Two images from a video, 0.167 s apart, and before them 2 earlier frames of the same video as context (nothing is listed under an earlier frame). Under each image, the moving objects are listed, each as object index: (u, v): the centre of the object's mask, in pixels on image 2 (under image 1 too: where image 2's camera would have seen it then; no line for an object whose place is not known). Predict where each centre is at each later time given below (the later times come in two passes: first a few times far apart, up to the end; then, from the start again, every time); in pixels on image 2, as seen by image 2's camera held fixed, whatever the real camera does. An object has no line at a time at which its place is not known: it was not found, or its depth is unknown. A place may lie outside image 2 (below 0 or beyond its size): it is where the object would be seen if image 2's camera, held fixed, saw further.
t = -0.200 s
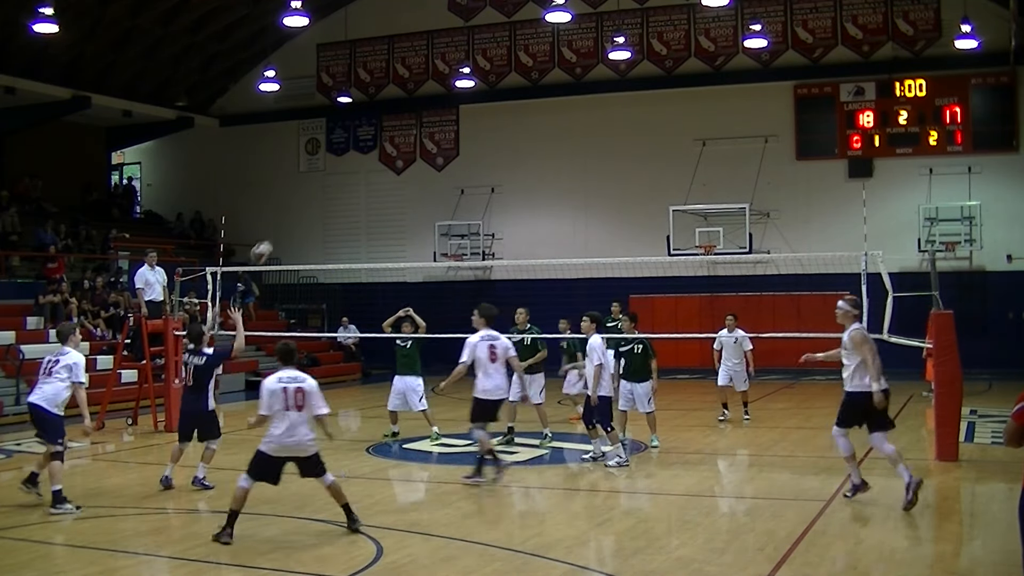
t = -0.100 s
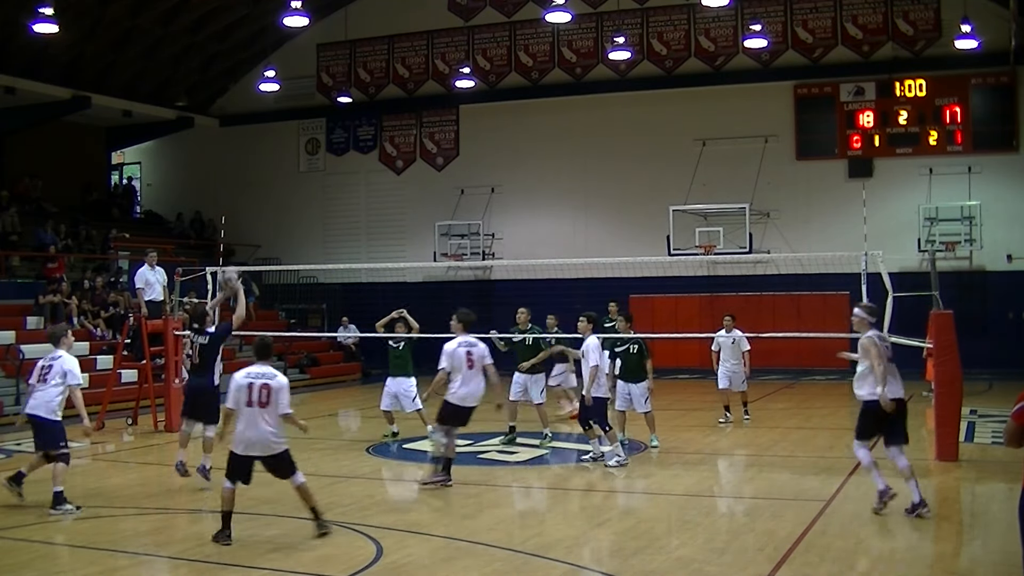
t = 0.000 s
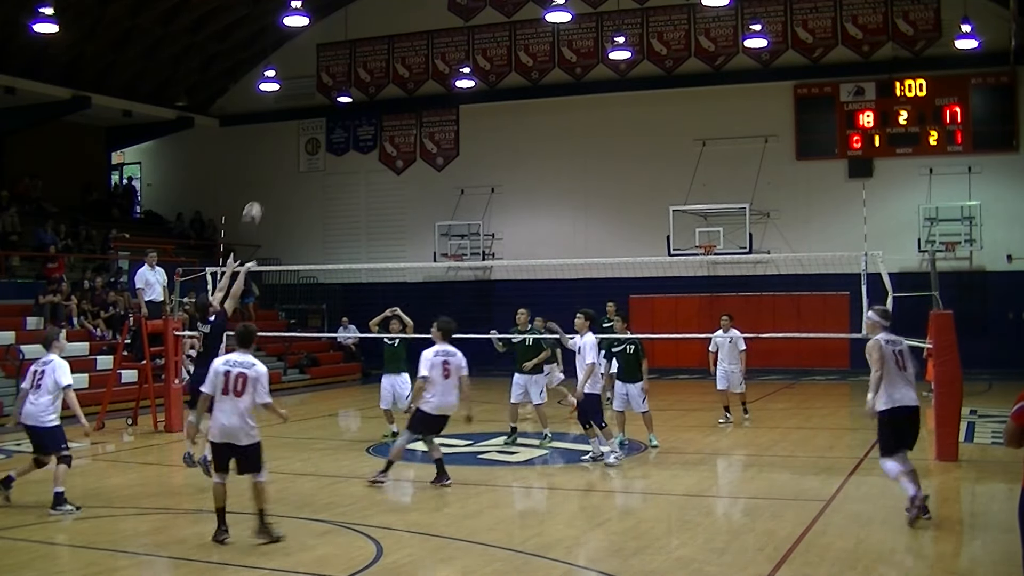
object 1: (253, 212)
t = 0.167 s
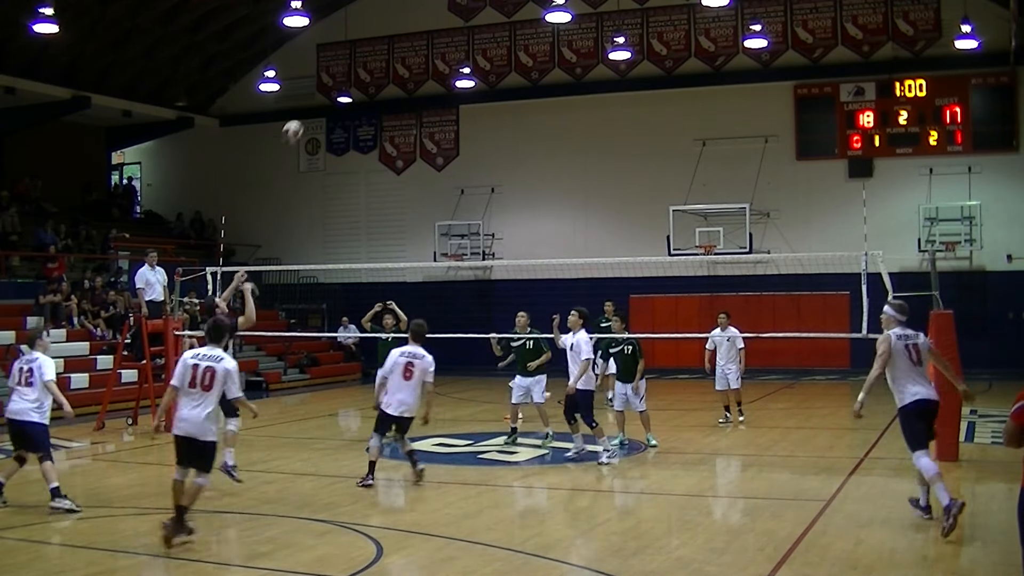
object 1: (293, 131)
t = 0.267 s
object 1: (314, 97)
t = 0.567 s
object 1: (374, 49)
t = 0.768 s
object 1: (413, 62)
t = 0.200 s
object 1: (300, 118)
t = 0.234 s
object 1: (307, 107)
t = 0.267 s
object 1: (314, 97)
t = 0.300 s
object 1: (322, 87)
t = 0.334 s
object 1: (328, 80)
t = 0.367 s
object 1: (335, 72)
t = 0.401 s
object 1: (342, 66)
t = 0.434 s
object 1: (348, 60)
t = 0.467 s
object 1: (355, 56)
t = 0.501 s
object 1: (361, 53)
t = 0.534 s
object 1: (368, 50)
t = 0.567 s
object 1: (374, 49)
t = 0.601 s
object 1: (380, 49)
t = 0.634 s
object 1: (387, 49)
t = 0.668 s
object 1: (393, 51)
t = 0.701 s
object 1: (400, 53)
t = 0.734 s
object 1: (406, 57)
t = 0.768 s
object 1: (413, 62)
